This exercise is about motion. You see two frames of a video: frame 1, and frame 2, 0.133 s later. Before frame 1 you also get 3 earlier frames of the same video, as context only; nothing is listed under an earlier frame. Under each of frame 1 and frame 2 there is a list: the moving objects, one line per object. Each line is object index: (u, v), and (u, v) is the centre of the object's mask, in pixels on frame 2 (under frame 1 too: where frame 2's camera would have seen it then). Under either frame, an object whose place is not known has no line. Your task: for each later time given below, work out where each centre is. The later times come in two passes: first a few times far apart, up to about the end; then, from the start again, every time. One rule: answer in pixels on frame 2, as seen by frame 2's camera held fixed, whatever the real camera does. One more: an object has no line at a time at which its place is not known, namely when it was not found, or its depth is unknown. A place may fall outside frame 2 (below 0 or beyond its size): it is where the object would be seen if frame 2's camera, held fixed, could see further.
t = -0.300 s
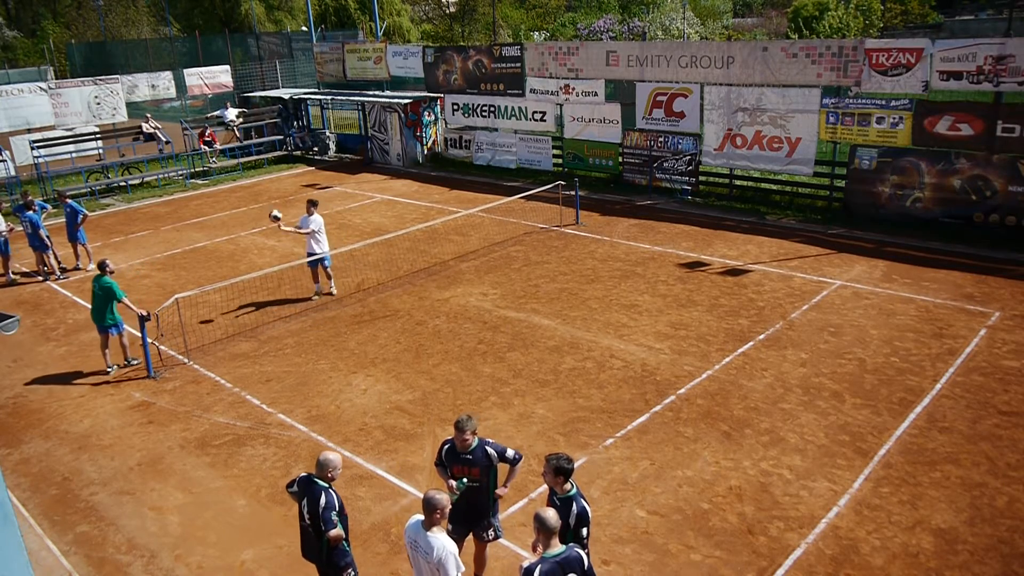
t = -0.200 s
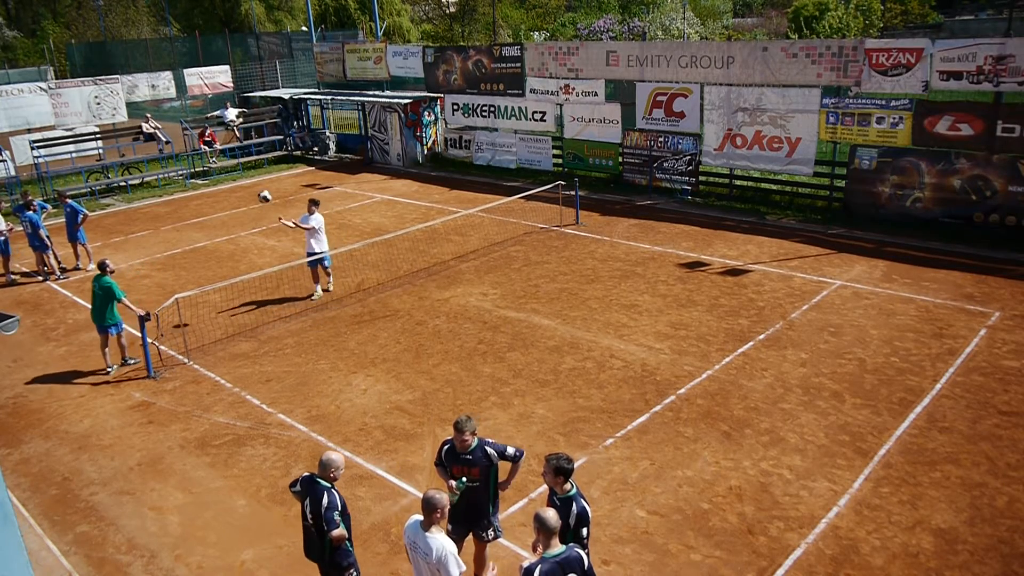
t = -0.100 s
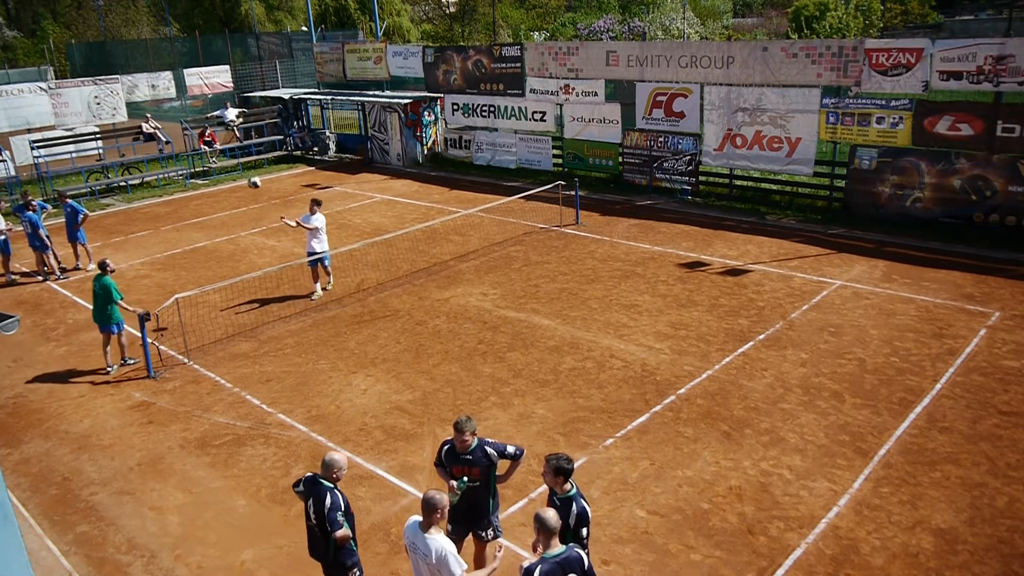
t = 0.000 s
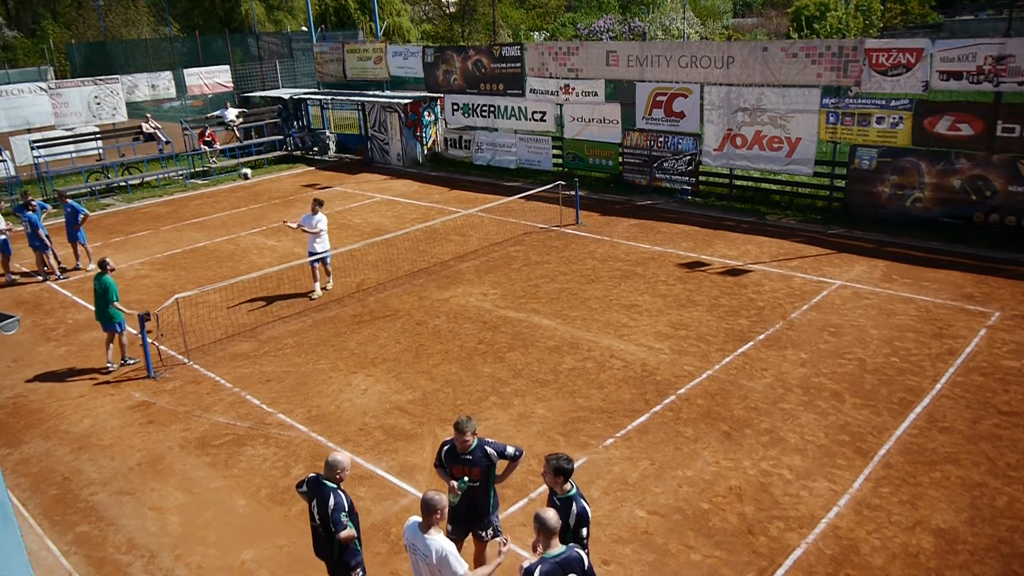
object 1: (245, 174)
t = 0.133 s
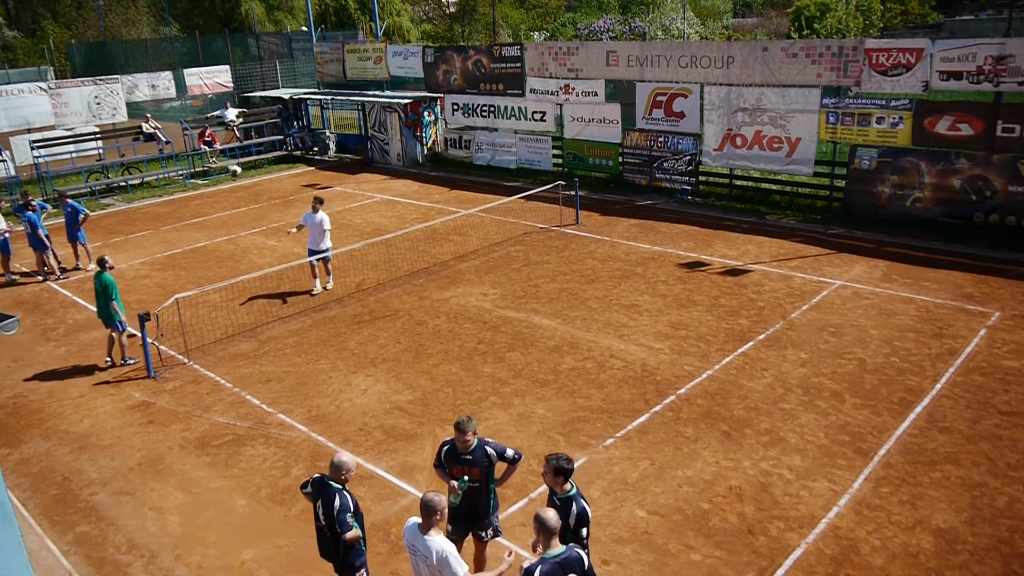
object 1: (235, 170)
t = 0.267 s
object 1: (225, 177)
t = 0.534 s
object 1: (212, 224)
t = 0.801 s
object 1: (208, 308)
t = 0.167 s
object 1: (232, 171)
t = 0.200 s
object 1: (230, 173)
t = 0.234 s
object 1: (227, 175)
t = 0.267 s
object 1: (225, 177)
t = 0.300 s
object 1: (223, 181)
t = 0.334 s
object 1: (220, 186)
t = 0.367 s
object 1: (219, 190)
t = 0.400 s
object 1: (217, 196)
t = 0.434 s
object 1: (215, 202)
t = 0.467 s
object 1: (214, 209)
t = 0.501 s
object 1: (213, 216)
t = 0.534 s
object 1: (212, 224)
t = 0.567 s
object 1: (211, 232)
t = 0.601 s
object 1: (210, 241)
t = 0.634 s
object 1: (209, 251)
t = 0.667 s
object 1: (209, 261)
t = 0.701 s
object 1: (209, 272)
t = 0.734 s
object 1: (208, 282)
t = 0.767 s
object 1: (208, 295)
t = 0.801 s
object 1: (208, 308)
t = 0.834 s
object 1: (208, 321)
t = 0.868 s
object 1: (207, 326)
